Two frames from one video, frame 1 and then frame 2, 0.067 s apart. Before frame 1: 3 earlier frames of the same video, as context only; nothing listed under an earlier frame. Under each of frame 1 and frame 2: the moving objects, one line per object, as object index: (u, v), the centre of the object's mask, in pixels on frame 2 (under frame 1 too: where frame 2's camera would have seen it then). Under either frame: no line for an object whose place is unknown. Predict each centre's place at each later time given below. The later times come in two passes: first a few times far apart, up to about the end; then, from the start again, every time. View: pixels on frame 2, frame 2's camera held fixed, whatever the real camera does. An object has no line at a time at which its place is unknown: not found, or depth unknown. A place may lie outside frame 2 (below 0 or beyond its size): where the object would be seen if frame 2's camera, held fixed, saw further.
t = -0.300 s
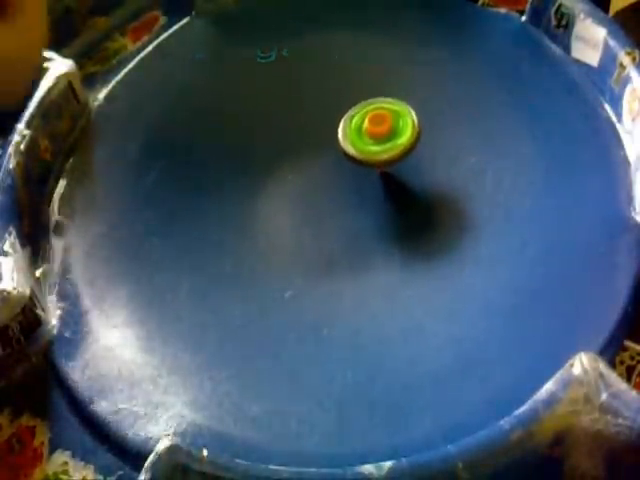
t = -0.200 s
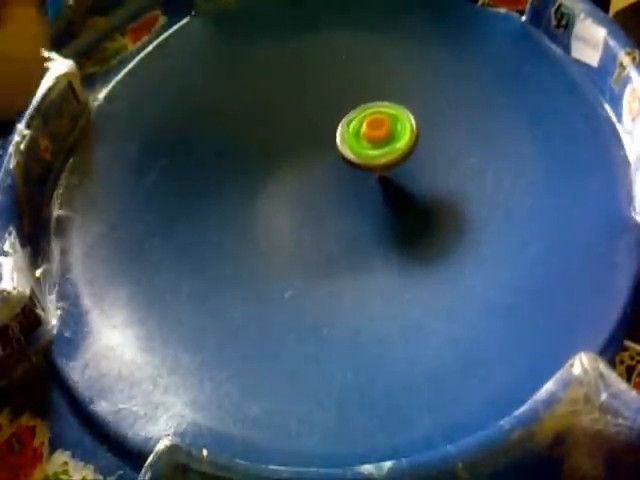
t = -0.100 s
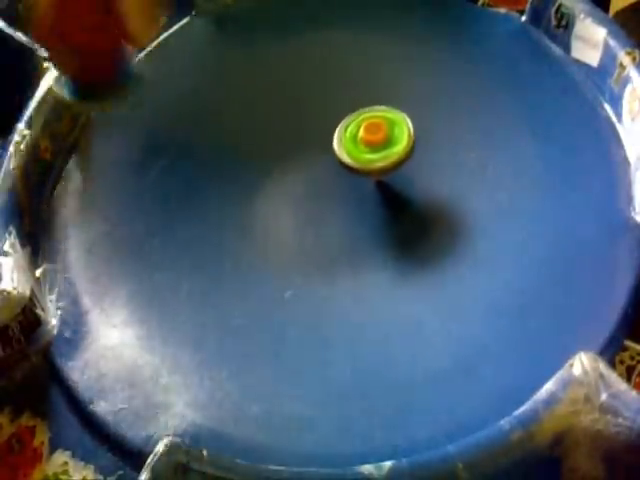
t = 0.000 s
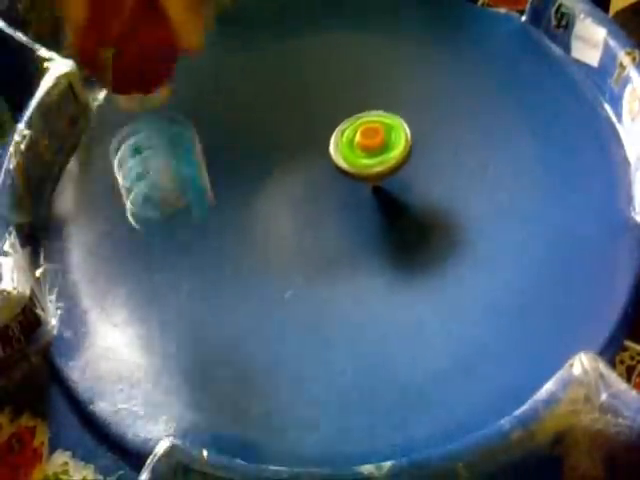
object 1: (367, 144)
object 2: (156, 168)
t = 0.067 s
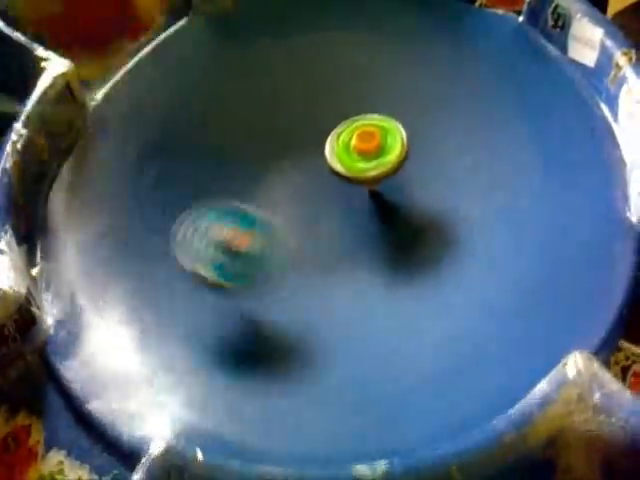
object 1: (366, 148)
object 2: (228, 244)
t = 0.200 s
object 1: (360, 154)
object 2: (412, 224)
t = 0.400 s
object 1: (347, 163)
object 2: (364, 24)
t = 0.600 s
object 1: (333, 171)
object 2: (191, 94)
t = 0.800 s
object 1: (318, 174)
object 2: (293, 279)
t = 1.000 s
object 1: (301, 177)
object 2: (513, 110)
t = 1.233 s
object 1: (281, 177)
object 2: (346, 19)
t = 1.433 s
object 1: (296, 192)
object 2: (165, 140)
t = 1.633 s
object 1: (446, 251)
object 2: (159, 303)
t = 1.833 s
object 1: (449, 198)
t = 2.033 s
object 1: (360, 104)
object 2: (492, 108)
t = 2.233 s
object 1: (227, 126)
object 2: (313, 50)
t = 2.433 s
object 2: (288, 100)
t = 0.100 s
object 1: (365, 149)
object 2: (276, 268)
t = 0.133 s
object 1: (363, 150)
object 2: (335, 266)
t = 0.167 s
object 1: (361, 151)
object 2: (381, 247)
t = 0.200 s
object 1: (360, 154)
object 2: (412, 224)
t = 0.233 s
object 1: (358, 155)
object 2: (440, 184)
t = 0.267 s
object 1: (356, 157)
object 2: (451, 133)
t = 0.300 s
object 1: (354, 158)
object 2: (441, 89)
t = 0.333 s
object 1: (352, 160)
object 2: (419, 58)
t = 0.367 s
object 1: (349, 161)
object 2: (392, 35)
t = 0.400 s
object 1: (347, 163)
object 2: (364, 24)
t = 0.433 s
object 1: (344, 165)
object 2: (332, 19)
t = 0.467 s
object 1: (342, 166)
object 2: (298, 20)
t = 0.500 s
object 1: (340, 167)
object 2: (267, 25)
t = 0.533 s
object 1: (337, 168)
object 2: (239, 42)
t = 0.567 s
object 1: (335, 169)
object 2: (213, 66)
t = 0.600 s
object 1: (333, 171)
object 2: (191, 94)
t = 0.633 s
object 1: (331, 171)
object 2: (175, 129)
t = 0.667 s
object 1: (328, 172)
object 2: (169, 165)
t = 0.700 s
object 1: (326, 172)
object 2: (177, 201)
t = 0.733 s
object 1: (324, 173)
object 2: (196, 232)
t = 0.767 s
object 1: (321, 174)
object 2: (233, 261)
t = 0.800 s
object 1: (318, 174)
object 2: (293, 279)
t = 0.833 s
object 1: (315, 174)
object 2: (345, 281)
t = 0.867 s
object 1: (312, 175)
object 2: (390, 269)
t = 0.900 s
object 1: (309, 176)
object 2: (443, 237)
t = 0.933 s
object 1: (307, 176)
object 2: (485, 195)
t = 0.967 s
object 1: (304, 177)
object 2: (508, 153)
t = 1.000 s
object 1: (301, 177)
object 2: (513, 110)
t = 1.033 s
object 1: (298, 178)
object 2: (505, 72)
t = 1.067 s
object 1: (296, 178)
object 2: (487, 46)
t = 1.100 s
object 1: (293, 178)
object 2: (461, 29)
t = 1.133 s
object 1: (290, 178)
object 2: (435, 21)
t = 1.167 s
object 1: (287, 178)
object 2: (409, 17)
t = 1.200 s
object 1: (284, 178)
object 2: (377, 16)
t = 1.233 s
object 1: (281, 177)
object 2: (346, 19)
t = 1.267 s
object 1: (278, 177)
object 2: (313, 25)
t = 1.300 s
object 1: (276, 176)
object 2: (282, 43)
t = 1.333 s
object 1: (272, 174)
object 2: (253, 66)
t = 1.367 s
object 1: (270, 172)
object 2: (225, 97)
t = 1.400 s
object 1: (270, 172)
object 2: (201, 127)
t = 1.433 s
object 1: (296, 192)
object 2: (165, 140)
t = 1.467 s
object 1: (327, 214)
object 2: (136, 158)
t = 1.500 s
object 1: (358, 235)
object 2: (120, 183)
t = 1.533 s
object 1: (387, 247)
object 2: (115, 214)
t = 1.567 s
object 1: (412, 254)
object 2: (117, 246)
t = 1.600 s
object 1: (432, 255)
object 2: (131, 279)
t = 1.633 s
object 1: (446, 251)
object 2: (159, 303)
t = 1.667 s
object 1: (455, 244)
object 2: (193, 325)
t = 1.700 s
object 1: (459, 235)
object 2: (234, 342)
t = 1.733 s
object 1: (460, 226)
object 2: (285, 352)
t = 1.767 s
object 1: (458, 216)
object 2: (331, 352)
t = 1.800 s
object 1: (455, 207)
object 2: (386, 339)
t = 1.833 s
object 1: (449, 198)
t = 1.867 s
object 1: (441, 188)
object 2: (467, 273)
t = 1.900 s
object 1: (427, 170)
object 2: (488, 237)
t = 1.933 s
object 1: (409, 151)
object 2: (508, 210)
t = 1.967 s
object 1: (392, 132)
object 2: (519, 171)
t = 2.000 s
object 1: (375, 116)
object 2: (511, 134)
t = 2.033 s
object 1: (360, 104)
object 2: (492, 108)
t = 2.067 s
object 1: (346, 95)
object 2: (463, 86)
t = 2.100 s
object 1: (332, 93)
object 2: (430, 73)
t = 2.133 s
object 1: (318, 92)
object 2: (394, 62)
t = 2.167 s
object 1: (288, 100)
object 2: (372, 51)
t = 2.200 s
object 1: (255, 112)
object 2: (344, 45)
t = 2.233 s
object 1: (227, 126)
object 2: (313, 50)
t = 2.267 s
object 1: (204, 138)
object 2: (281, 61)
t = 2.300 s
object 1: (186, 150)
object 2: (251, 80)
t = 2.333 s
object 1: (175, 162)
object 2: (226, 101)
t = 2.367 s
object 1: (136, 189)
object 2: (227, 107)
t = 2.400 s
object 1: (77, 241)
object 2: (253, 101)
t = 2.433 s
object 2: (288, 100)
